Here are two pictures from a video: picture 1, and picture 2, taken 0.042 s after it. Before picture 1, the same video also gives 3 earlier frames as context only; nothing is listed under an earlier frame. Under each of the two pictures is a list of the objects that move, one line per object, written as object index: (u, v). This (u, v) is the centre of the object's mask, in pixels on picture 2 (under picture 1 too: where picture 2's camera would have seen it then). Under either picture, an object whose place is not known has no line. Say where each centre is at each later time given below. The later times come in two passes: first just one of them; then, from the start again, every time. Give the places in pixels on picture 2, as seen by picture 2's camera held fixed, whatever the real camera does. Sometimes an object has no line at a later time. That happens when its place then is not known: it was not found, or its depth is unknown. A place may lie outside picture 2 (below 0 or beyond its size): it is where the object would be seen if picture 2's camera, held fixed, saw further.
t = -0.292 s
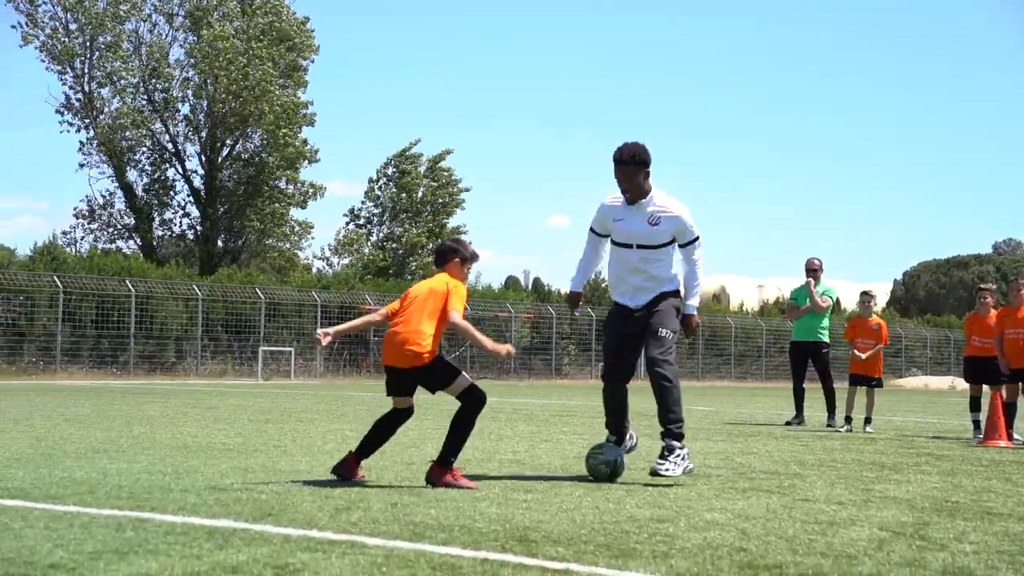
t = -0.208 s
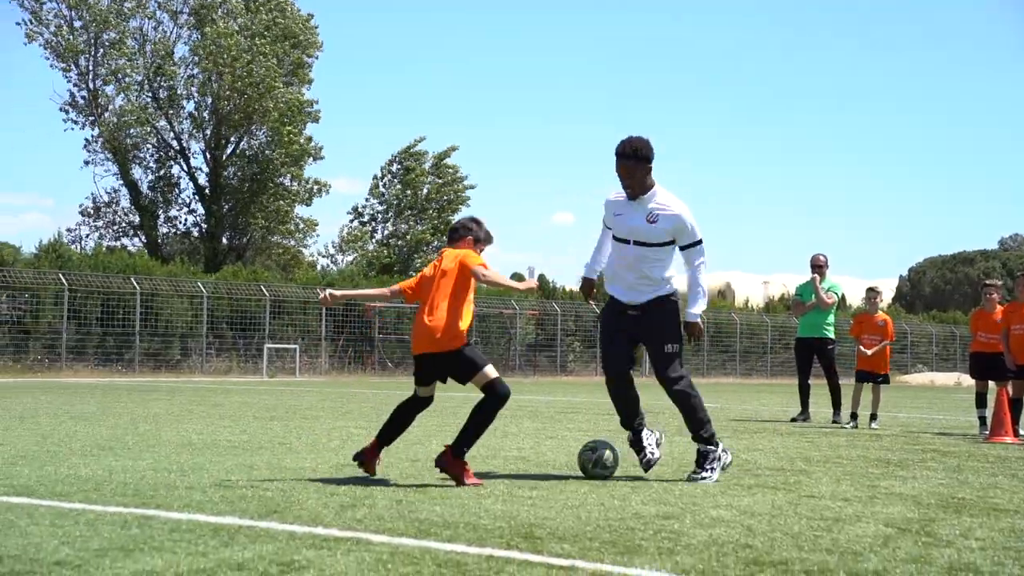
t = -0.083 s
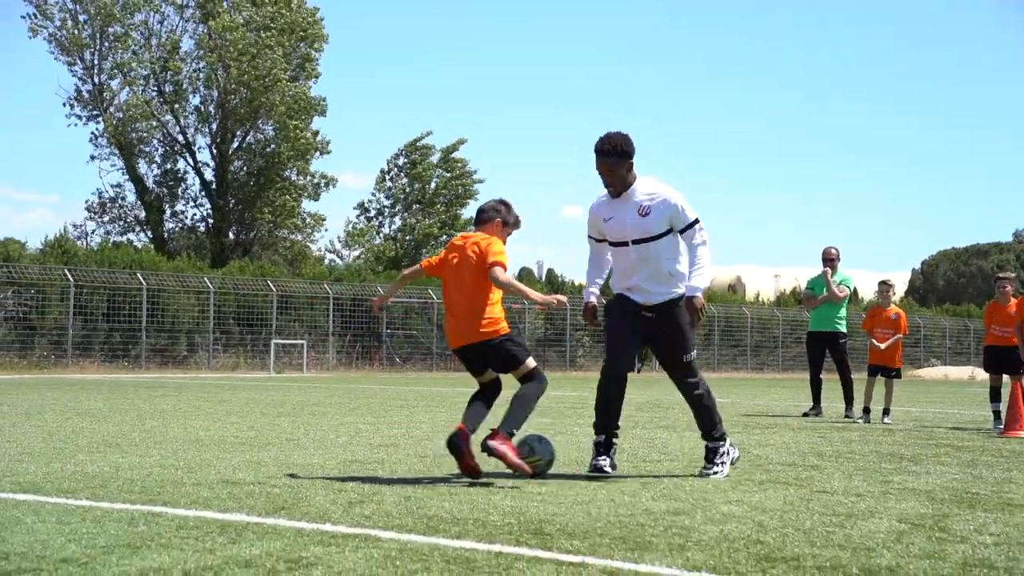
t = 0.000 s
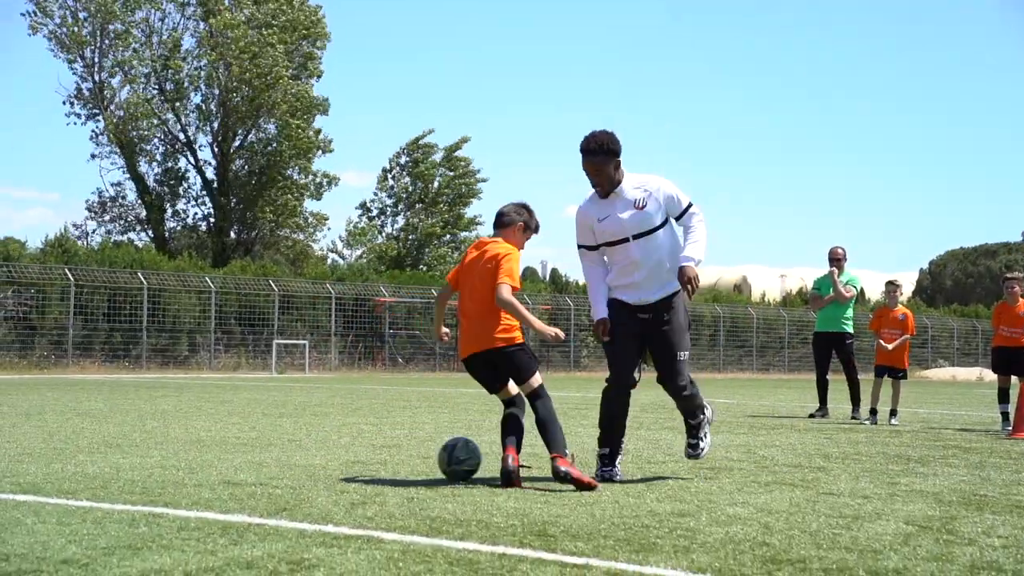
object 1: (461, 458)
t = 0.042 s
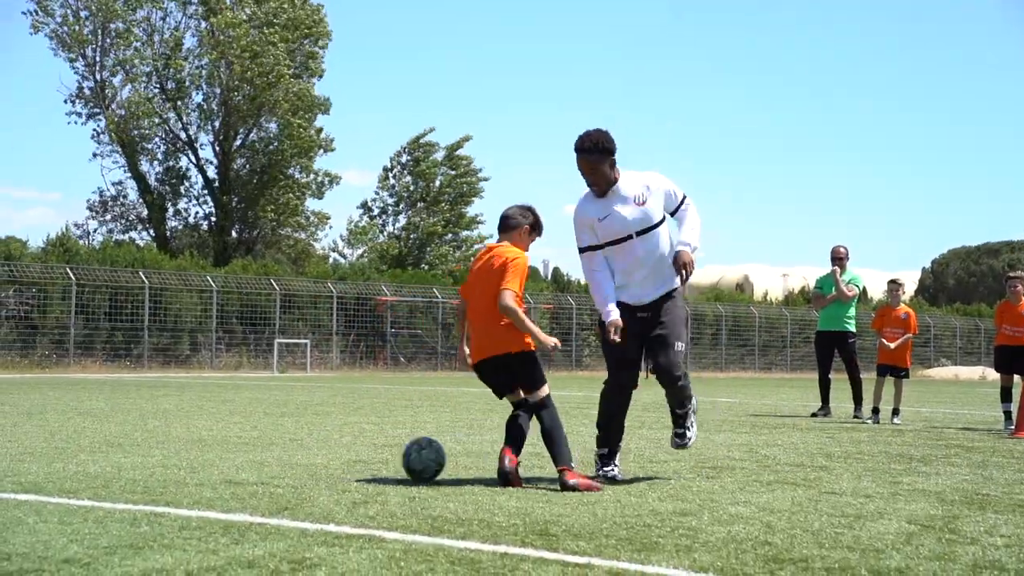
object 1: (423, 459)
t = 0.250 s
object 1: (243, 465)
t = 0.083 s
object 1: (387, 460)
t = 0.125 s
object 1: (343, 462)
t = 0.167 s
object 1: (309, 462)
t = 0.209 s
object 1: (276, 464)
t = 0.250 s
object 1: (243, 465)
